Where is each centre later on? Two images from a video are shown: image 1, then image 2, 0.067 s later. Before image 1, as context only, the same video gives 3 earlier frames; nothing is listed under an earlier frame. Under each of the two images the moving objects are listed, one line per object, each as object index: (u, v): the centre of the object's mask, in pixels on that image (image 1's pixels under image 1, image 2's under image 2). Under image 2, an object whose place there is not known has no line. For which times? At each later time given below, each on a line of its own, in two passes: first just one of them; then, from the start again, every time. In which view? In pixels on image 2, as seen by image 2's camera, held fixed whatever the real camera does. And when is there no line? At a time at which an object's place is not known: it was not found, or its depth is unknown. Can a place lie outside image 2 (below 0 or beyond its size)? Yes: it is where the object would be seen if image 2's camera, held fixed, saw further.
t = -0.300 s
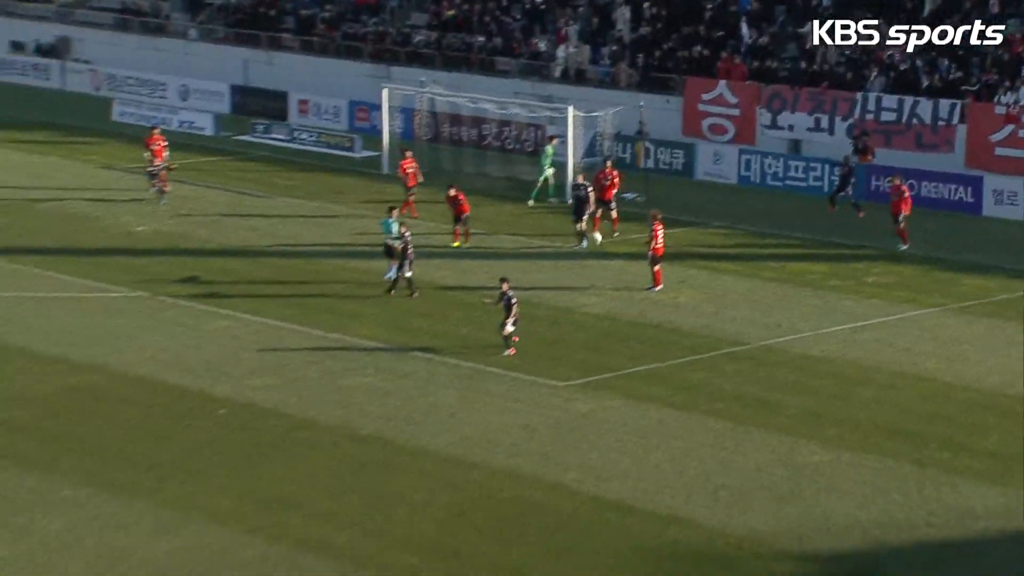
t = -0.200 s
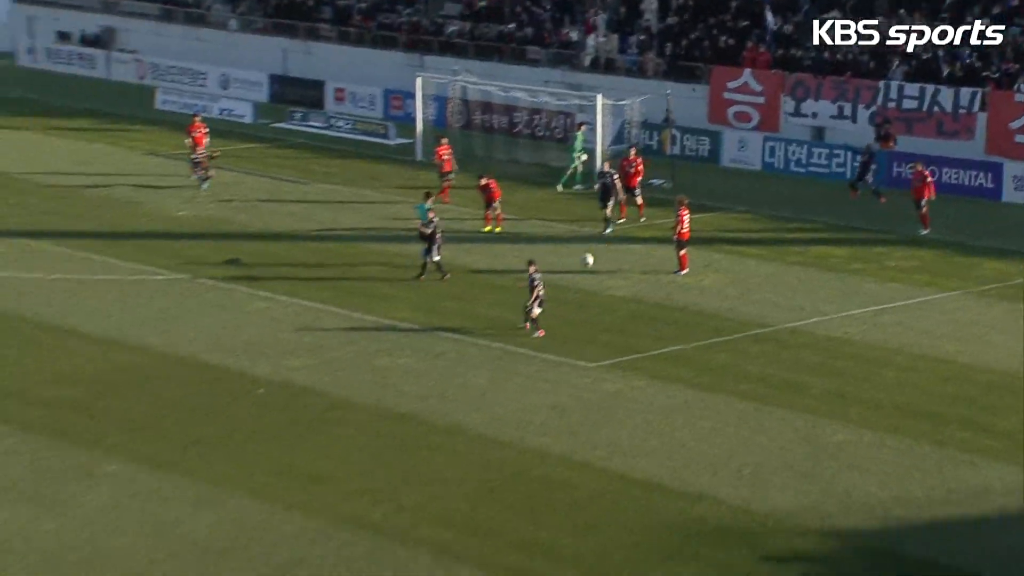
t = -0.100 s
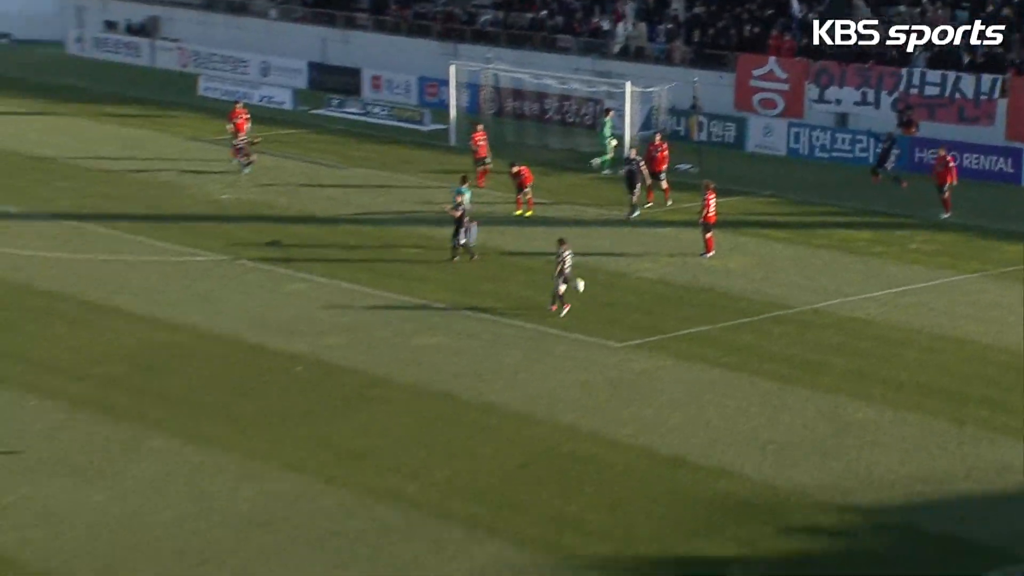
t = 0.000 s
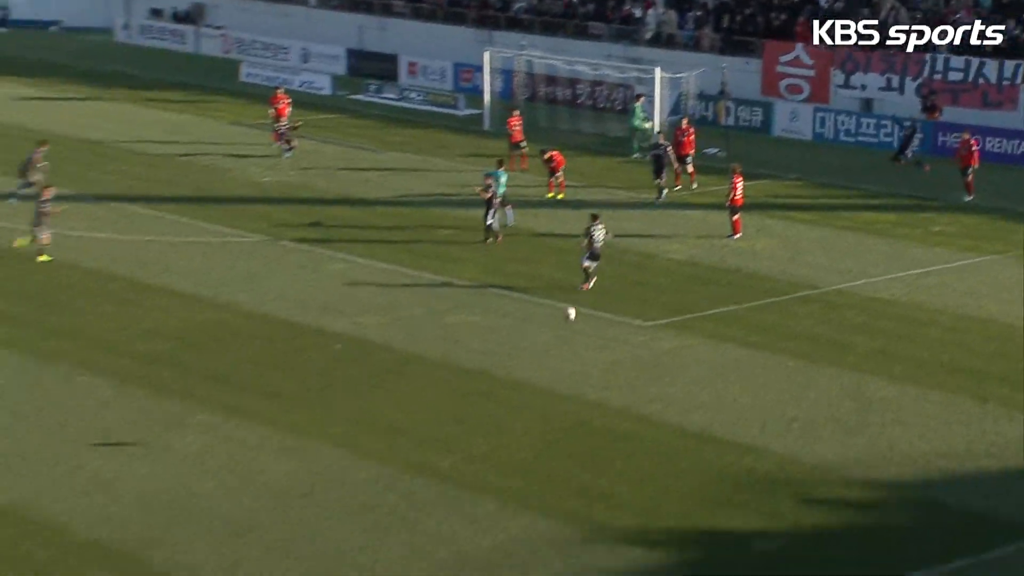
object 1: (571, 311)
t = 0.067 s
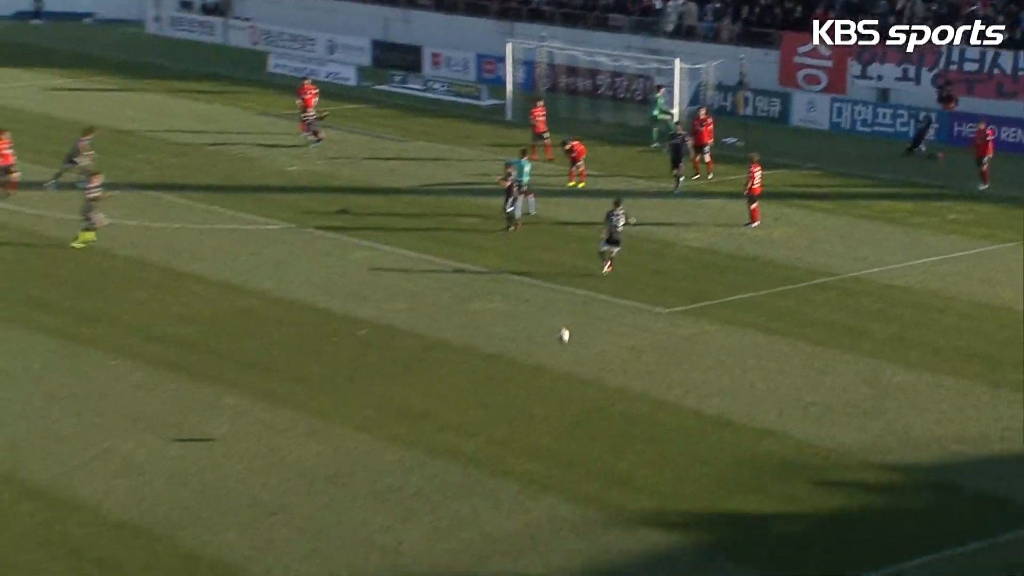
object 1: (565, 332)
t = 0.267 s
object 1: (477, 457)
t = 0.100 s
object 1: (551, 350)
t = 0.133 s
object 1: (536, 370)
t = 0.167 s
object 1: (522, 390)
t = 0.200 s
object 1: (506, 413)
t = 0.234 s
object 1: (491, 434)
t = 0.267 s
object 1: (477, 457)
